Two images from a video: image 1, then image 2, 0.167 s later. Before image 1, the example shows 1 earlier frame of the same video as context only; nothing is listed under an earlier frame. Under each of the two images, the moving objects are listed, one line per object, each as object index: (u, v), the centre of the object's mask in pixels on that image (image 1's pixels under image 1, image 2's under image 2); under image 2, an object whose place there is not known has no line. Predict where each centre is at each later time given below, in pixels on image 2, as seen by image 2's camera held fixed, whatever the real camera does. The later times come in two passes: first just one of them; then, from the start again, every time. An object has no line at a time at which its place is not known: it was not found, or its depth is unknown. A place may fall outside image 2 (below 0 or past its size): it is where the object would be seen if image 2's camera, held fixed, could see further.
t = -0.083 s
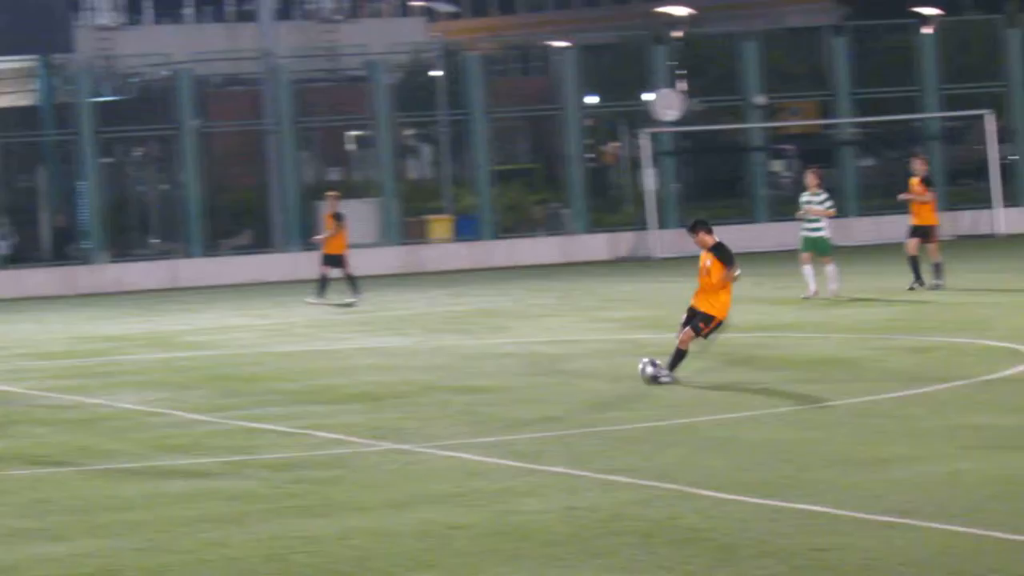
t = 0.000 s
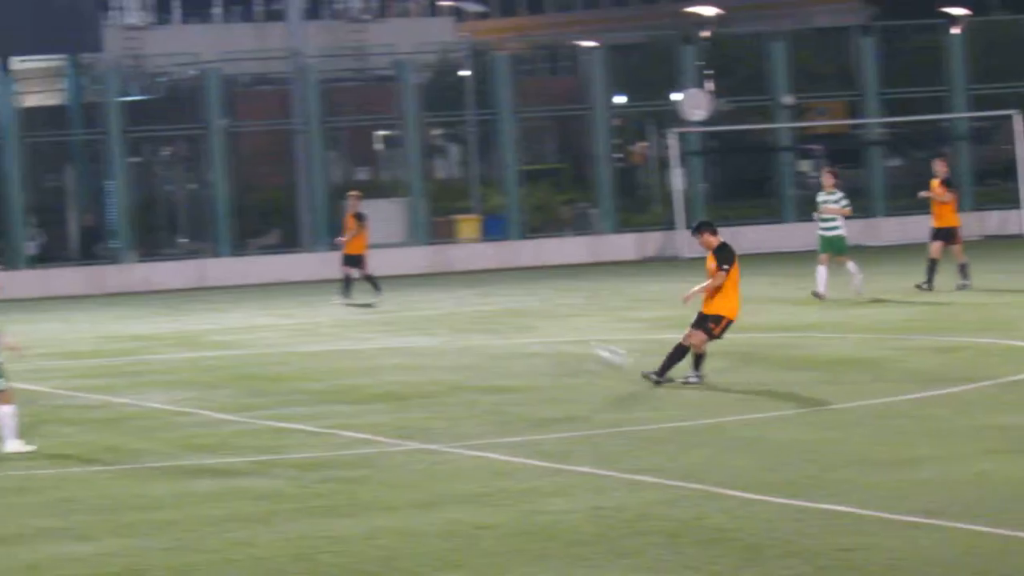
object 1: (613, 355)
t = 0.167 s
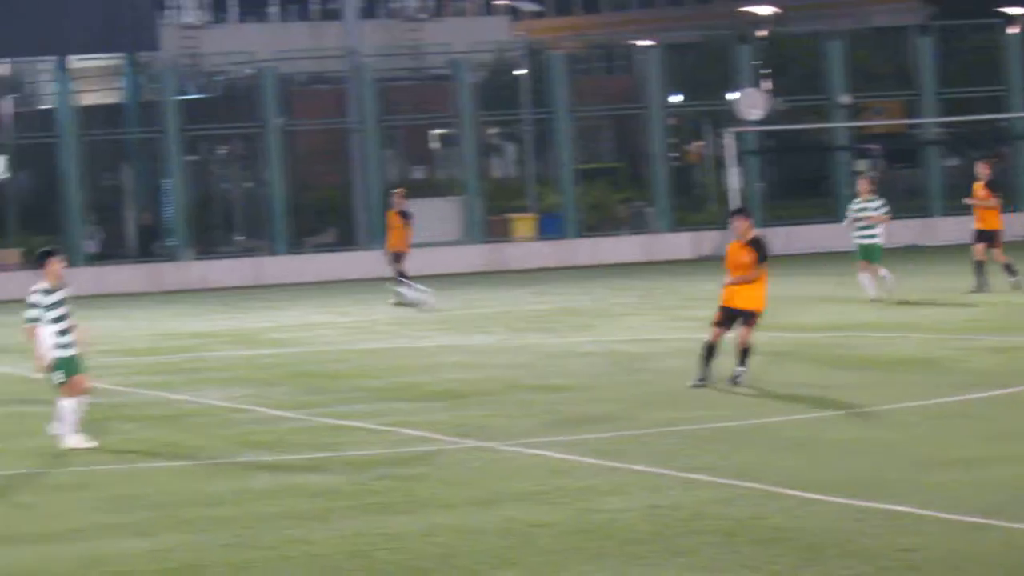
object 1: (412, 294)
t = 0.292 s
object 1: (219, 248)
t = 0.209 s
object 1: (347, 277)
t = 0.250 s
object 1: (279, 263)
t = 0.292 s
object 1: (219, 248)
